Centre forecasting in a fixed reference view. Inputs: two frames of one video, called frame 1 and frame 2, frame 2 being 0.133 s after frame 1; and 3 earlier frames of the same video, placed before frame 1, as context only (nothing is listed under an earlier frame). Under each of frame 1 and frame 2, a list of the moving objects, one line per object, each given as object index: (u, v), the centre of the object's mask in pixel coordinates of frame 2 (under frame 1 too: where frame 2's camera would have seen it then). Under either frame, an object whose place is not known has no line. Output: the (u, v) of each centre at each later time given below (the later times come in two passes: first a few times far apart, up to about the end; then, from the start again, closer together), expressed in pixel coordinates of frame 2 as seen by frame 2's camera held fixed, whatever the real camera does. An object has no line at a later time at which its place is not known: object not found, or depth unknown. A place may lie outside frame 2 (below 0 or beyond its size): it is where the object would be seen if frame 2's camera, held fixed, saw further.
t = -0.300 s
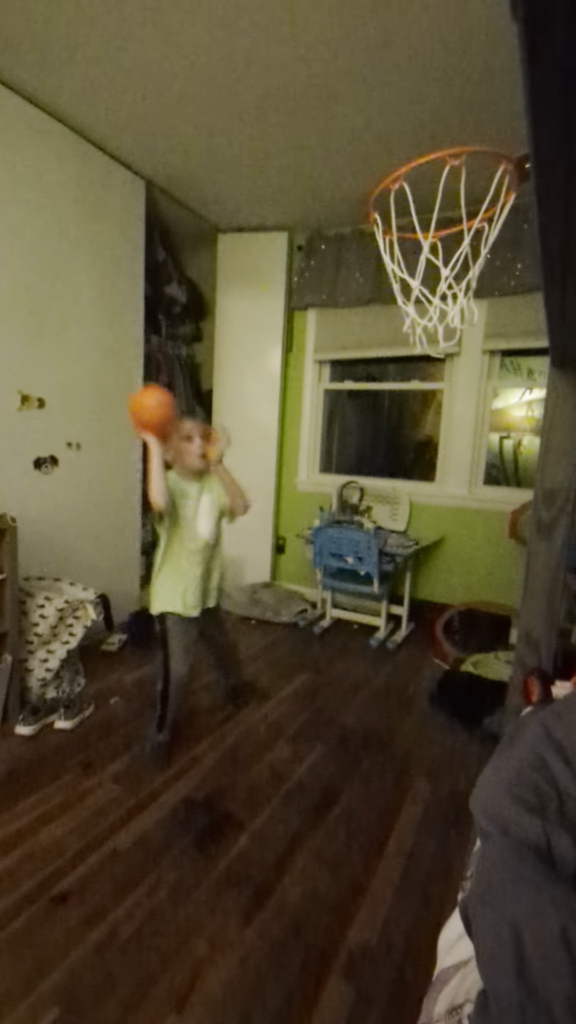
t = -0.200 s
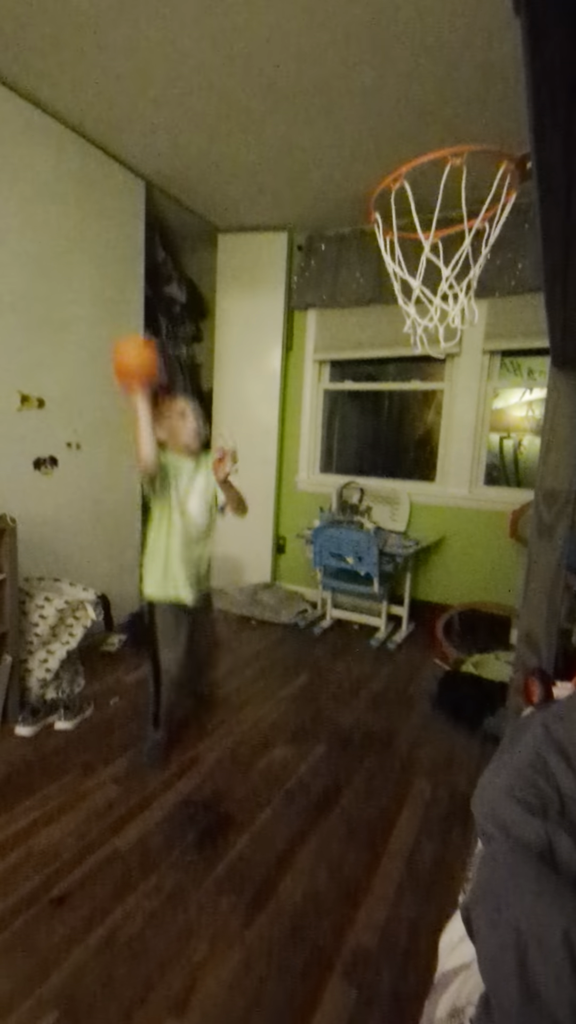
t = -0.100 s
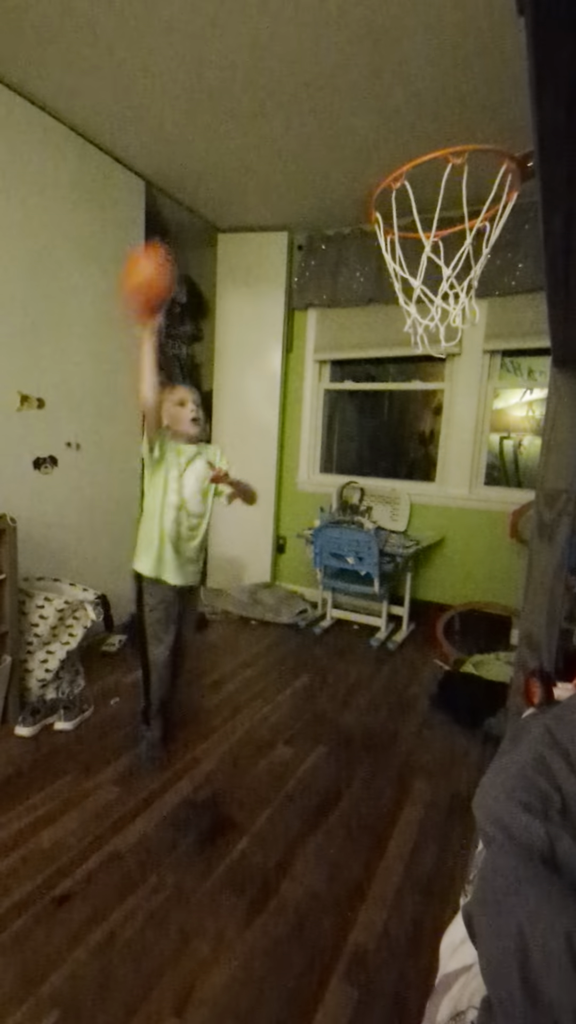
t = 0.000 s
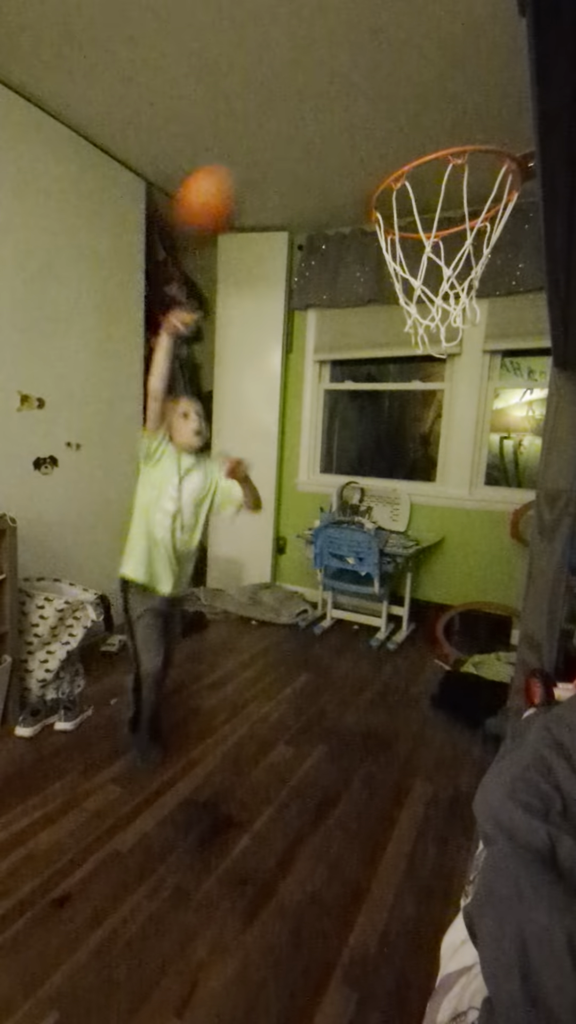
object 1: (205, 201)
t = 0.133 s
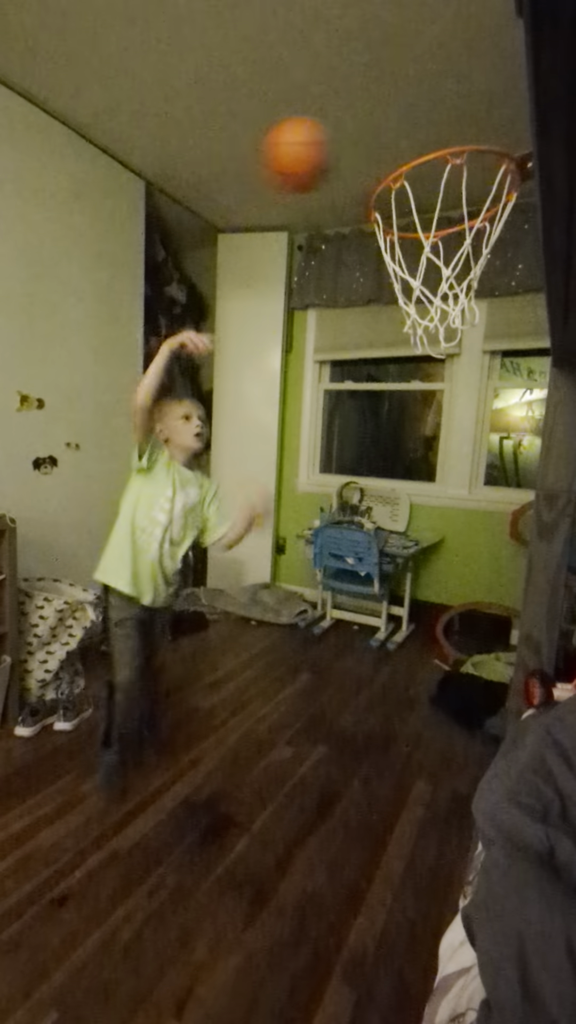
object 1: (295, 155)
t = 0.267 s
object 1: (397, 189)
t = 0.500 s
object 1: (490, 439)
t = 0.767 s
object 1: (411, 818)
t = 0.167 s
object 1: (319, 156)
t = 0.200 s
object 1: (346, 162)
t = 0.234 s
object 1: (365, 169)
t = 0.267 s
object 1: (397, 189)
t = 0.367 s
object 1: (494, 282)
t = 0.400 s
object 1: (501, 318)
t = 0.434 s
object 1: (511, 358)
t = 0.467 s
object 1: (501, 399)
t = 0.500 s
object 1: (490, 439)
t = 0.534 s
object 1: (479, 480)
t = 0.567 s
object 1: (466, 533)
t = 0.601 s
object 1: (455, 578)
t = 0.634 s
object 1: (447, 634)
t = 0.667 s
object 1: (438, 680)
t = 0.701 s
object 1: (430, 726)
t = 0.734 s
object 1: (421, 773)
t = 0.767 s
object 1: (411, 818)
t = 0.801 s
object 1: (406, 788)
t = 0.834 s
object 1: (408, 740)
